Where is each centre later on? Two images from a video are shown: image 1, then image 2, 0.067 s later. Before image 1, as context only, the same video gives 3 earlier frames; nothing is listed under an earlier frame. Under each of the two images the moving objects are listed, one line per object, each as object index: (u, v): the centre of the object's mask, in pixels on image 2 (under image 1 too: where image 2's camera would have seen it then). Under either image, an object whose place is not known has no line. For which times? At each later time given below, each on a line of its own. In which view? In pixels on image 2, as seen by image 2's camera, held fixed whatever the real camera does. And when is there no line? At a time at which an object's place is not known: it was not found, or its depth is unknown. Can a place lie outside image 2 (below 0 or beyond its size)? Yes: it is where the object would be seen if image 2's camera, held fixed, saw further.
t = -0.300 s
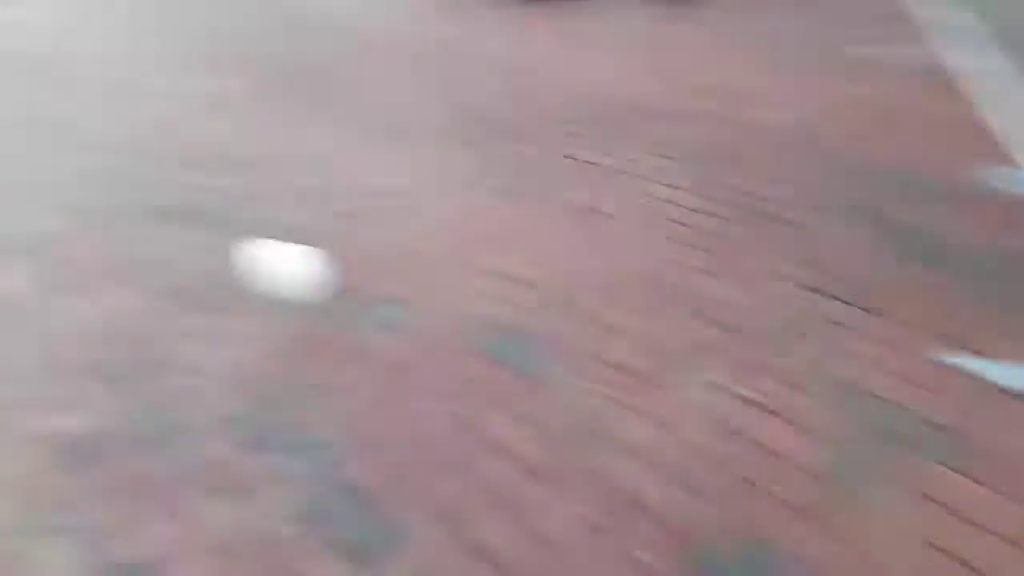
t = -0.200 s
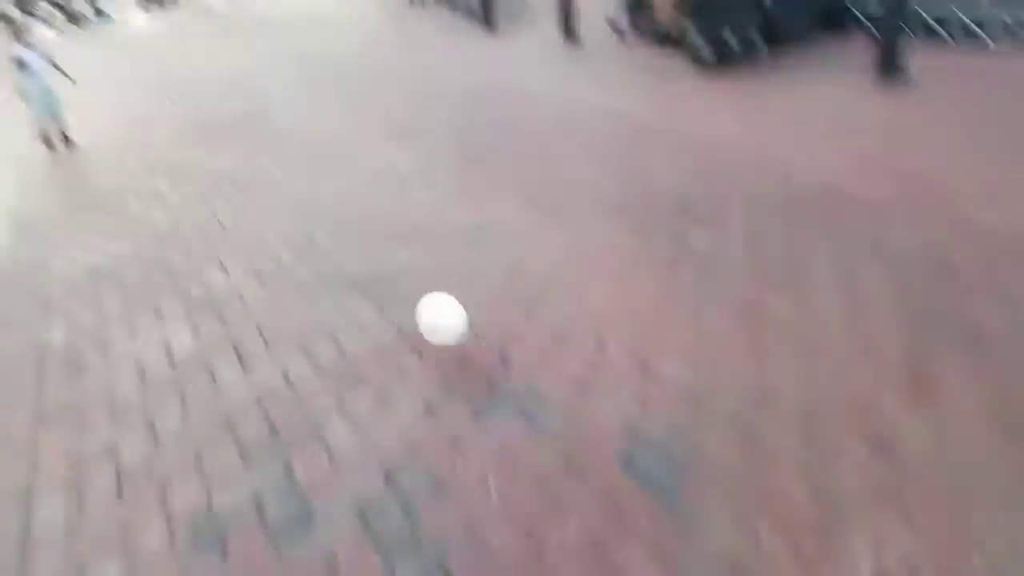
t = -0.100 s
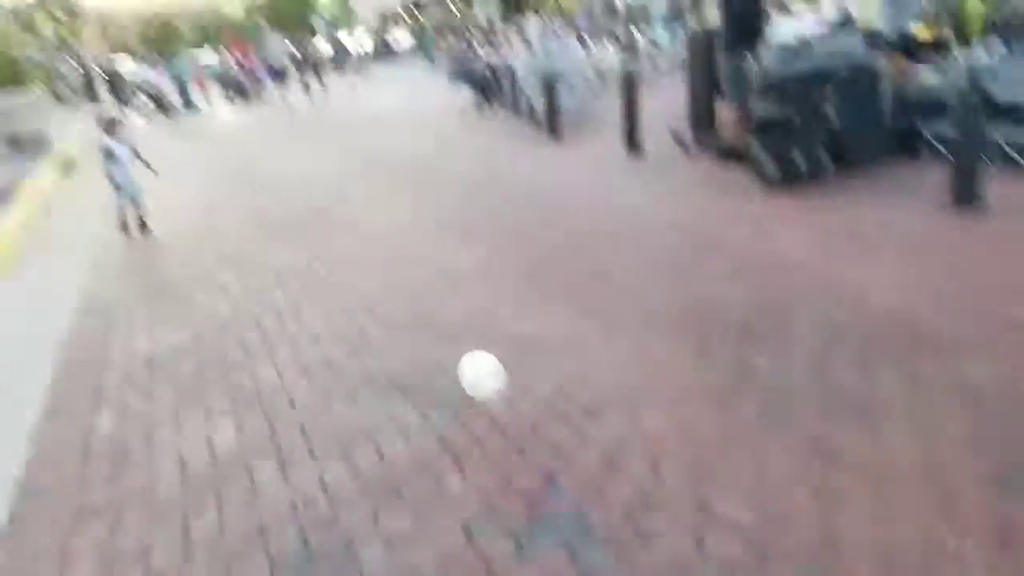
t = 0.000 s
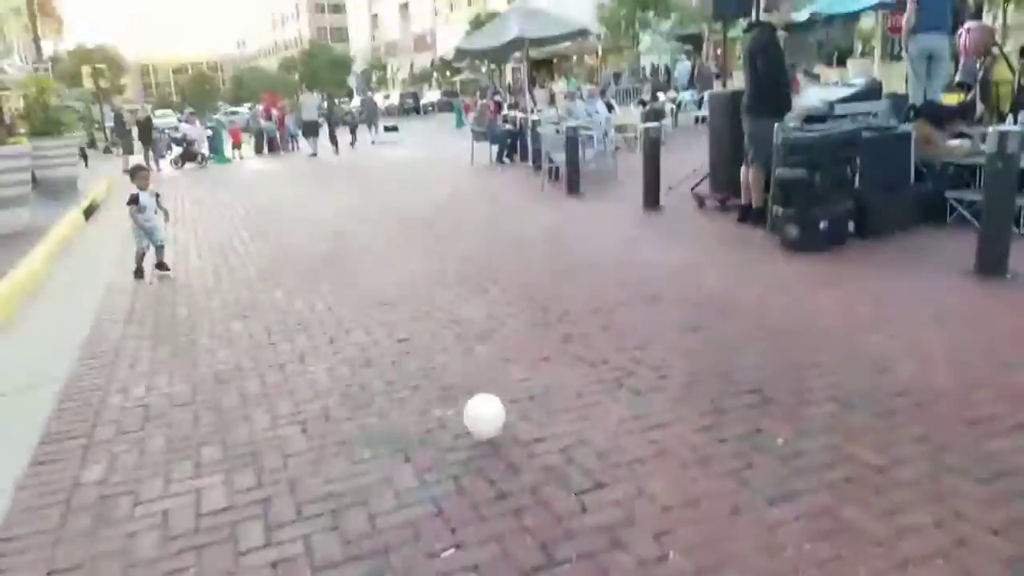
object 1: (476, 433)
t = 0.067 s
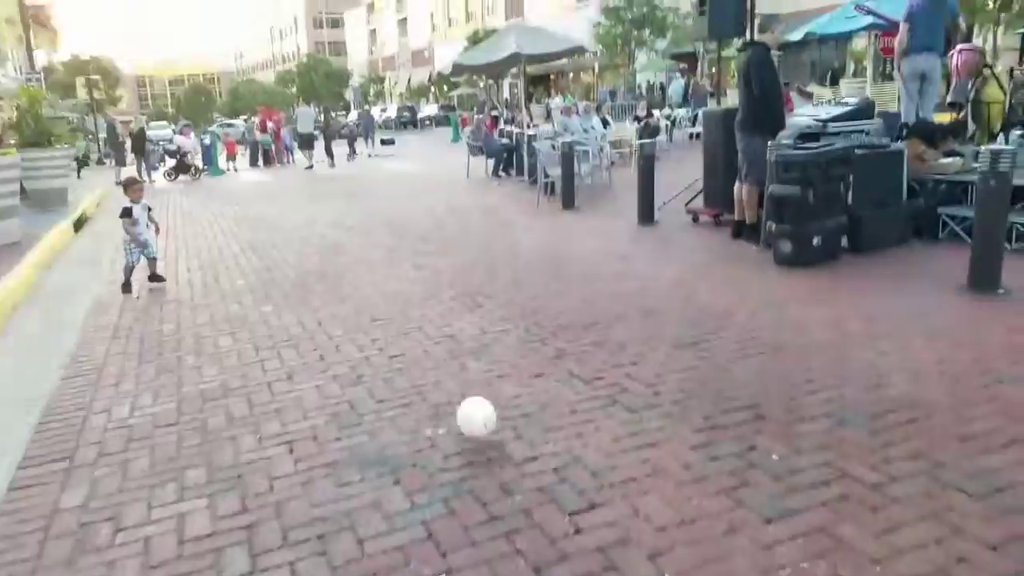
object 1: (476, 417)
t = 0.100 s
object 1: (475, 401)
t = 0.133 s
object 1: (475, 389)
